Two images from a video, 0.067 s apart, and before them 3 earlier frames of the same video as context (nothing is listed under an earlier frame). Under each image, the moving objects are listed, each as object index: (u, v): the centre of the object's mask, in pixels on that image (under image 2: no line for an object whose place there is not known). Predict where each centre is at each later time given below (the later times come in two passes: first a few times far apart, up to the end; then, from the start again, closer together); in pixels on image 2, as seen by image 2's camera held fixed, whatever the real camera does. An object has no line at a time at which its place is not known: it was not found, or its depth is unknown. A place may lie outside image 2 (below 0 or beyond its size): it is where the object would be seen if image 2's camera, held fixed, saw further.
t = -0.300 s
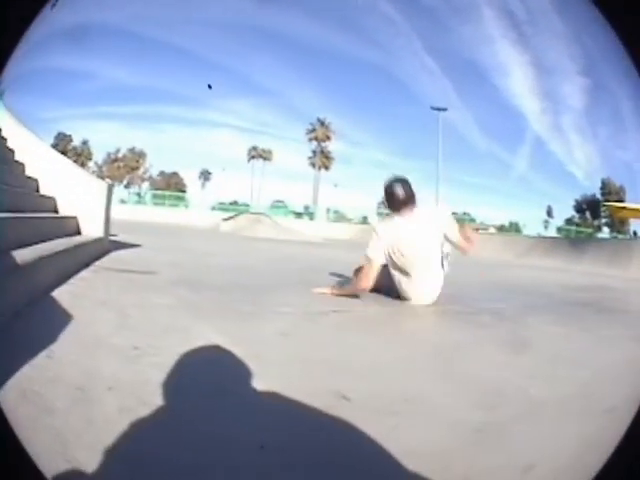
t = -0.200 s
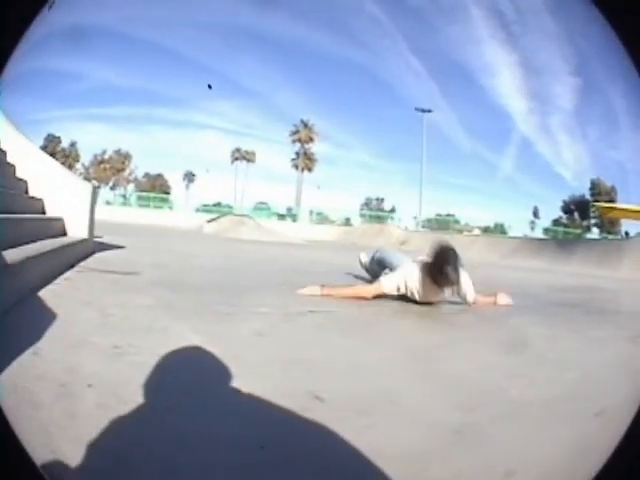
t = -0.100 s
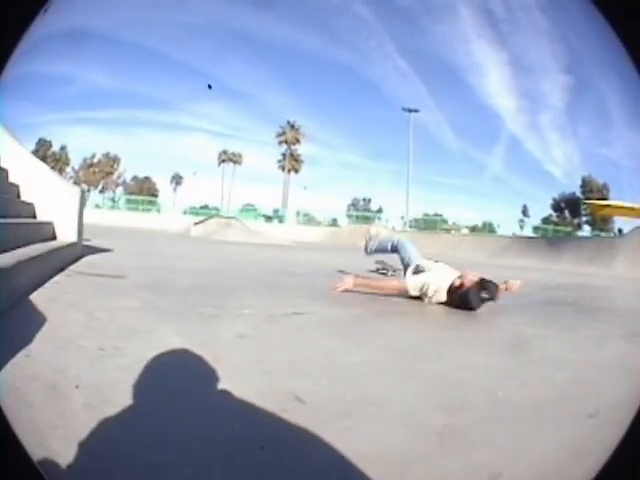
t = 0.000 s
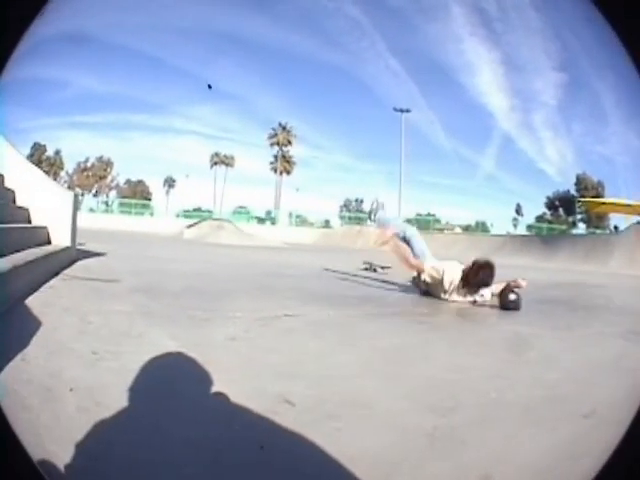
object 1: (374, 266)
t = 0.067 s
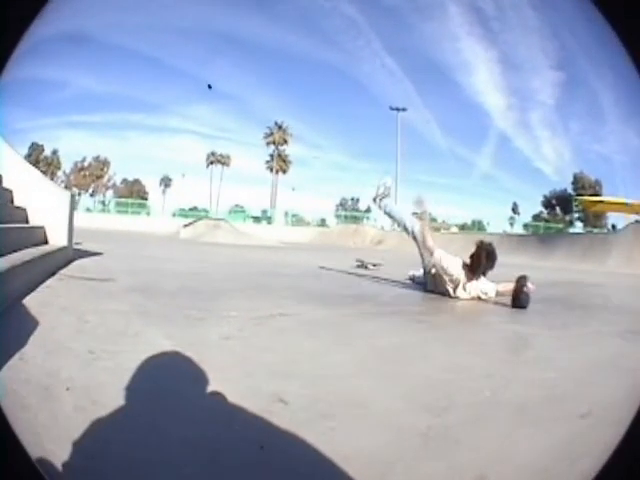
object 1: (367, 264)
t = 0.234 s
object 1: (353, 261)
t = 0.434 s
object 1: (333, 257)
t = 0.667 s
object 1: (308, 253)
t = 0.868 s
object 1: (289, 251)
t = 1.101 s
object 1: (272, 248)
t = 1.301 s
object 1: (259, 247)
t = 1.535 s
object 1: (248, 244)
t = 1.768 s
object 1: (239, 244)
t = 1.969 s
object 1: (233, 243)
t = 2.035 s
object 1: (231, 242)
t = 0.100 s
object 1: (365, 264)
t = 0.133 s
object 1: (362, 263)
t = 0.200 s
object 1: (356, 262)
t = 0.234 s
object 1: (353, 261)
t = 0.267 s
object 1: (350, 260)
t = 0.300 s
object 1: (347, 260)
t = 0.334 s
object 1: (345, 259)
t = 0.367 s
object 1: (340, 258)
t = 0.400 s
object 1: (337, 258)
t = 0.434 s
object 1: (333, 257)
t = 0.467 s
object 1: (330, 256)
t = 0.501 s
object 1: (327, 256)
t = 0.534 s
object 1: (323, 255)
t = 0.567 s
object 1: (320, 255)
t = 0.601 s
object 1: (316, 255)
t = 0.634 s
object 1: (312, 254)
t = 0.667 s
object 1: (308, 253)
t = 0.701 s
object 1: (305, 253)
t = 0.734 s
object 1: (302, 252)
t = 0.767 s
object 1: (298, 252)
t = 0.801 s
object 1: (296, 251)
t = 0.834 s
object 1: (292, 251)
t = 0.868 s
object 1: (289, 251)
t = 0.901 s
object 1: (287, 250)
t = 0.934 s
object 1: (285, 249)
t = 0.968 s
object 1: (282, 249)
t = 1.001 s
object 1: (279, 249)
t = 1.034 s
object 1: (276, 249)
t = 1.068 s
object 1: (274, 248)
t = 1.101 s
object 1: (272, 248)
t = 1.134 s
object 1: (269, 248)
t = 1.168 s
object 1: (268, 248)
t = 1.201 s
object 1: (265, 248)
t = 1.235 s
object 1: (263, 247)
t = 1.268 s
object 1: (261, 246)
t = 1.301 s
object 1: (259, 247)
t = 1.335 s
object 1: (257, 246)
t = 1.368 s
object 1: (255, 246)
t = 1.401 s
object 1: (254, 245)
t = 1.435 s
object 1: (252, 245)
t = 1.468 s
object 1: (251, 245)
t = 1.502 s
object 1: (249, 245)
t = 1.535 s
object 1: (248, 244)
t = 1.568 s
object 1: (246, 244)
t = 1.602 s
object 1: (245, 244)
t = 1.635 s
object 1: (243, 244)
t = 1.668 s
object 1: (242, 244)
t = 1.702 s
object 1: (241, 244)
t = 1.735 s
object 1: (240, 244)
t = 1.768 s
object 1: (239, 244)
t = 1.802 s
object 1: (238, 244)
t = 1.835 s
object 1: (237, 243)
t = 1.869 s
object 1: (236, 243)
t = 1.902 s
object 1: (235, 243)
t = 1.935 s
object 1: (234, 243)
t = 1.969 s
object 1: (233, 243)
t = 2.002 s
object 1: (232, 242)
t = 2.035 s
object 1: (231, 242)
